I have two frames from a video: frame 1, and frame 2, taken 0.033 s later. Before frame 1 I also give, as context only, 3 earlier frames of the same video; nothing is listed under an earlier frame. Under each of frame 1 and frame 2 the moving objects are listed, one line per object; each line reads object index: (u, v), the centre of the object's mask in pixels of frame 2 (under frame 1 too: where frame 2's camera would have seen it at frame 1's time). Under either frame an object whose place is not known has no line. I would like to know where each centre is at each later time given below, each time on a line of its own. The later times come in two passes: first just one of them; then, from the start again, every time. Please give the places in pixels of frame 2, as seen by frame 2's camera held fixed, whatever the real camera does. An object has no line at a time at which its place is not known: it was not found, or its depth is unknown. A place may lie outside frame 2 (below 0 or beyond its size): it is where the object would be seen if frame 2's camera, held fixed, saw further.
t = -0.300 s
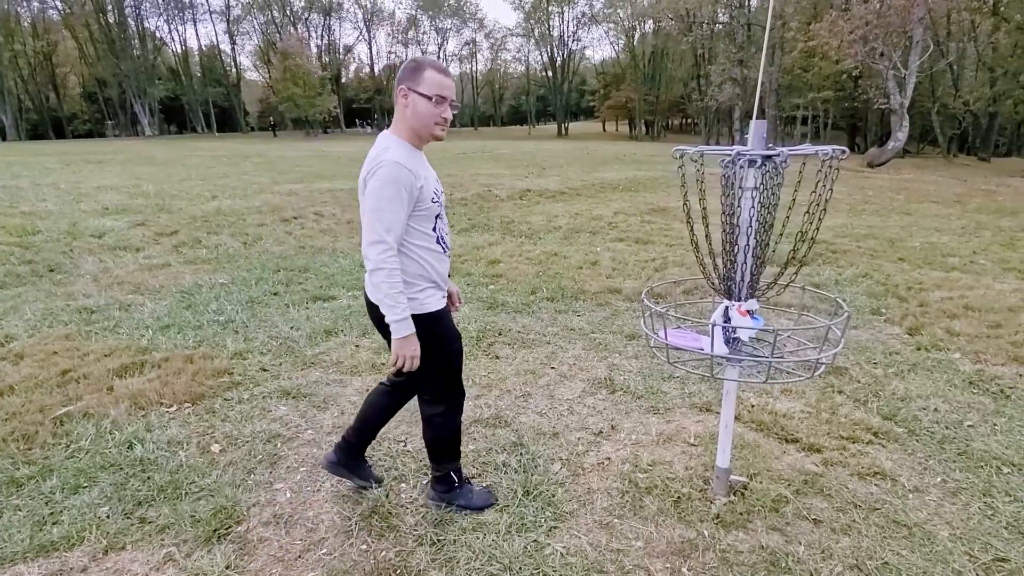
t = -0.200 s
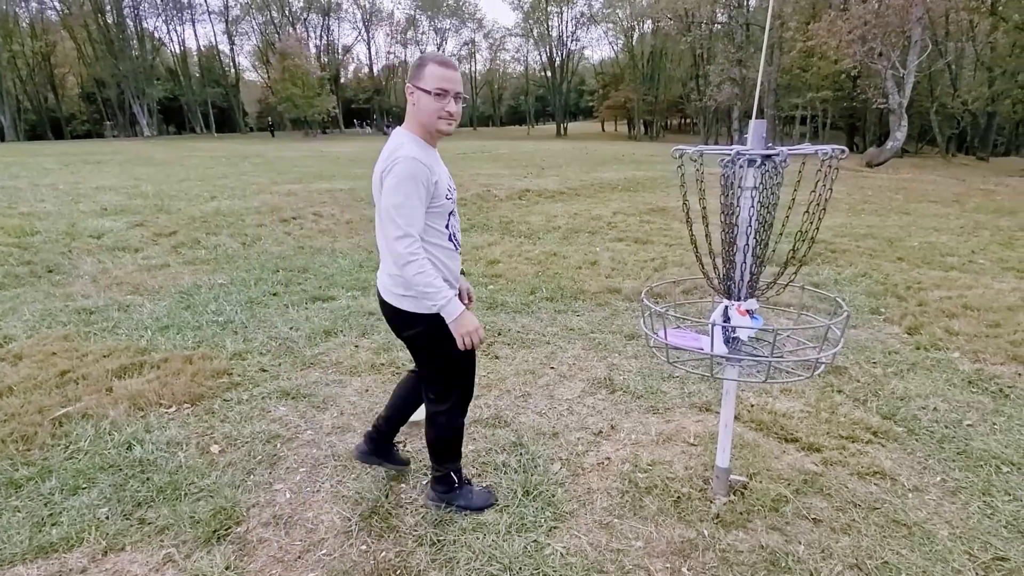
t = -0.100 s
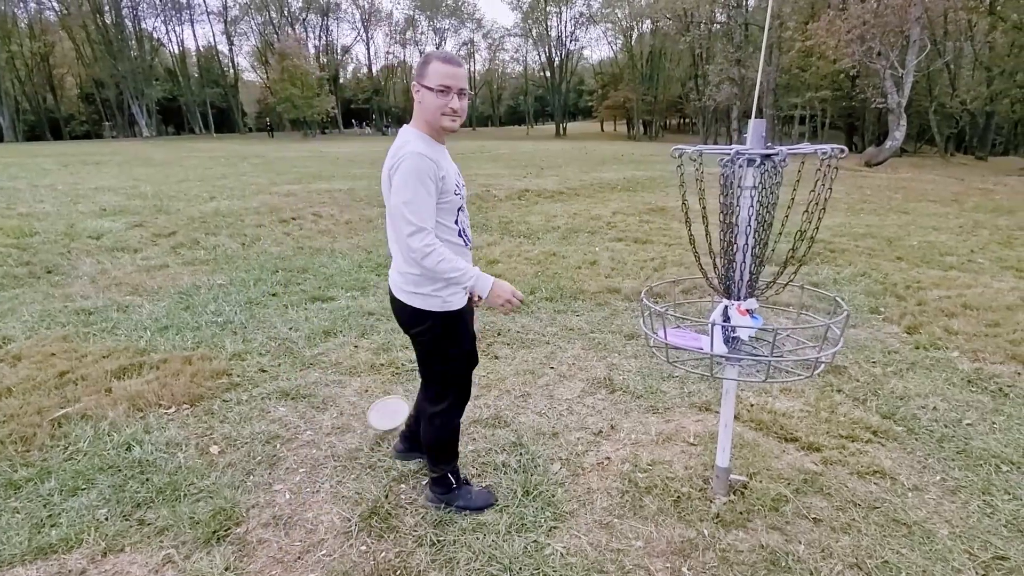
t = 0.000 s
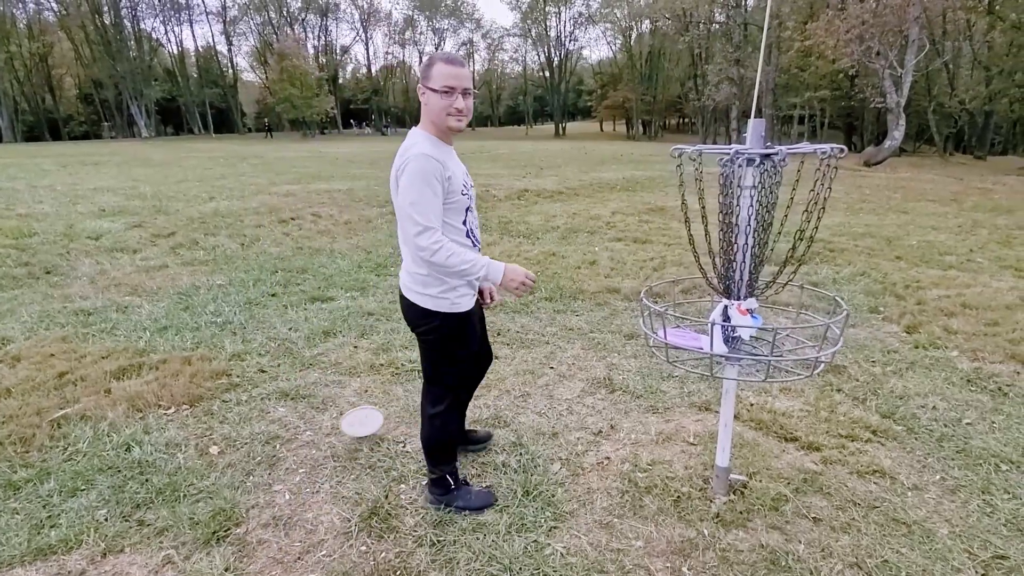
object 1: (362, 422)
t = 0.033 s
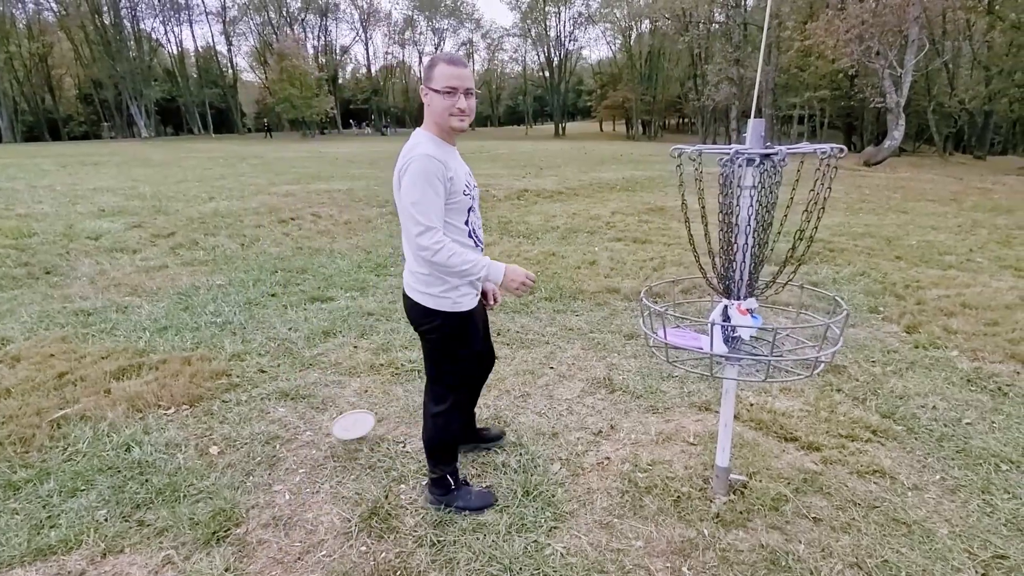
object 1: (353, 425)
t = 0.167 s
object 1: (320, 438)
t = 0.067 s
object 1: (345, 428)
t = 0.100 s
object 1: (336, 432)
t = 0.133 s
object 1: (328, 435)
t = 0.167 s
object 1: (320, 438)
